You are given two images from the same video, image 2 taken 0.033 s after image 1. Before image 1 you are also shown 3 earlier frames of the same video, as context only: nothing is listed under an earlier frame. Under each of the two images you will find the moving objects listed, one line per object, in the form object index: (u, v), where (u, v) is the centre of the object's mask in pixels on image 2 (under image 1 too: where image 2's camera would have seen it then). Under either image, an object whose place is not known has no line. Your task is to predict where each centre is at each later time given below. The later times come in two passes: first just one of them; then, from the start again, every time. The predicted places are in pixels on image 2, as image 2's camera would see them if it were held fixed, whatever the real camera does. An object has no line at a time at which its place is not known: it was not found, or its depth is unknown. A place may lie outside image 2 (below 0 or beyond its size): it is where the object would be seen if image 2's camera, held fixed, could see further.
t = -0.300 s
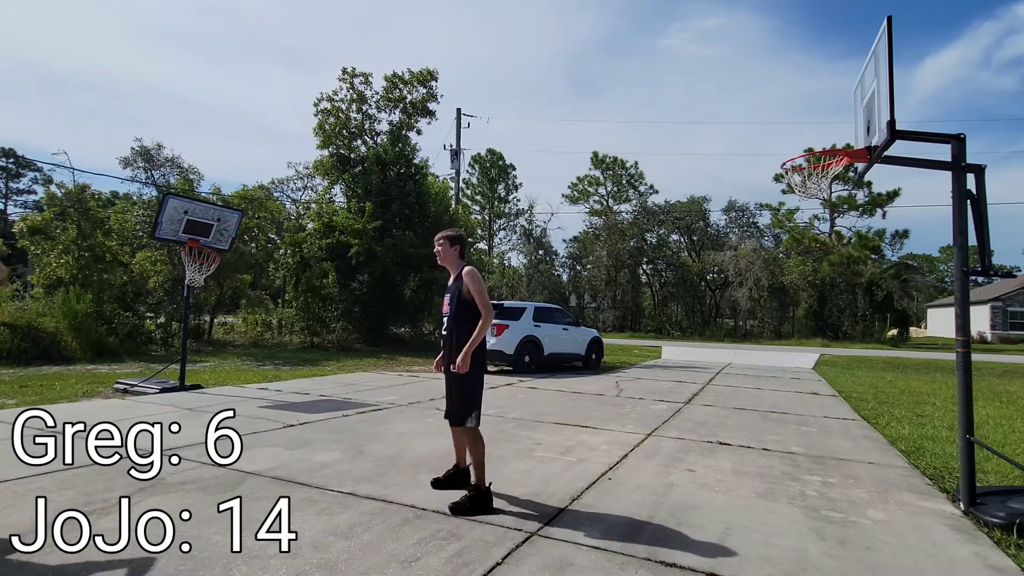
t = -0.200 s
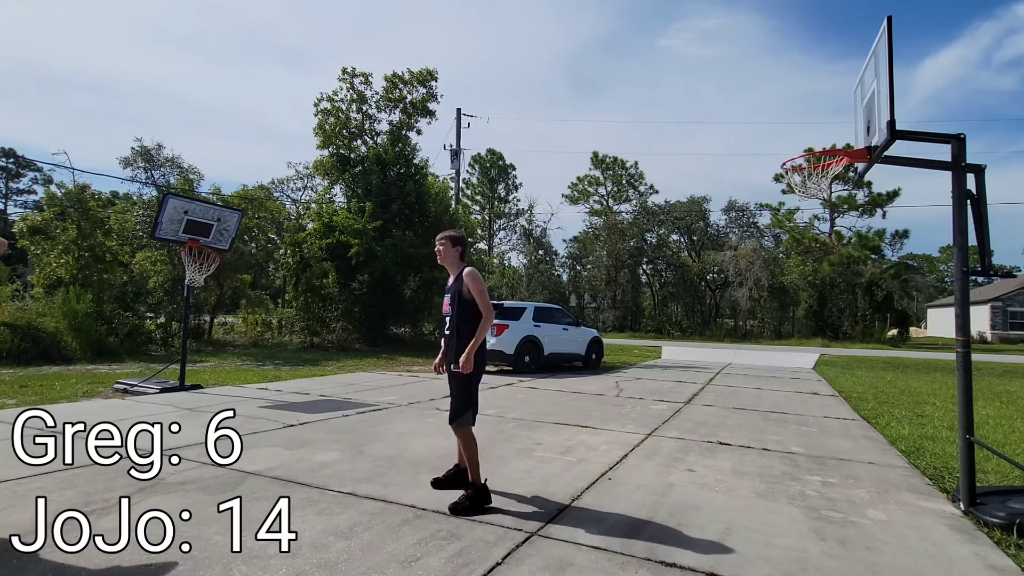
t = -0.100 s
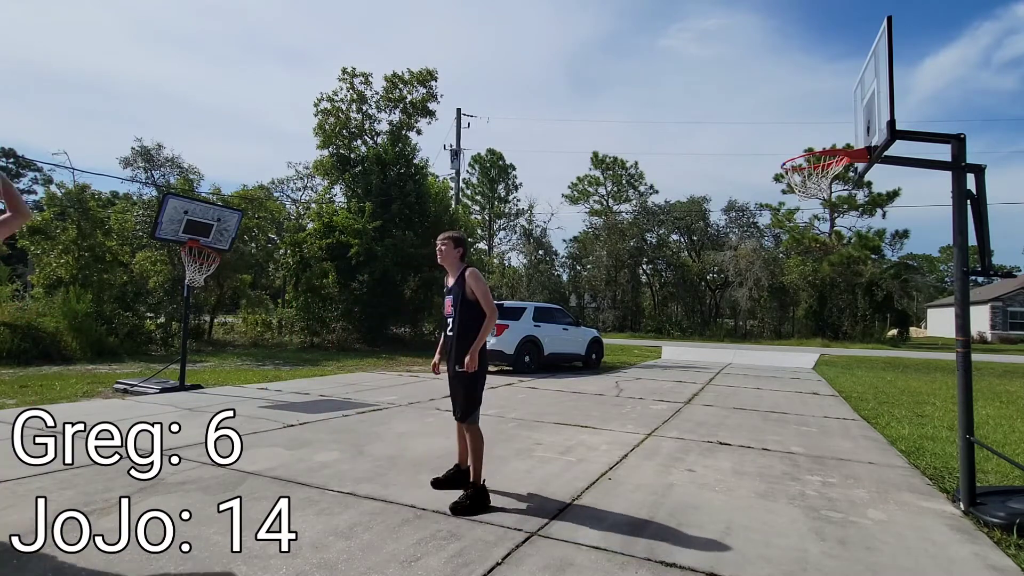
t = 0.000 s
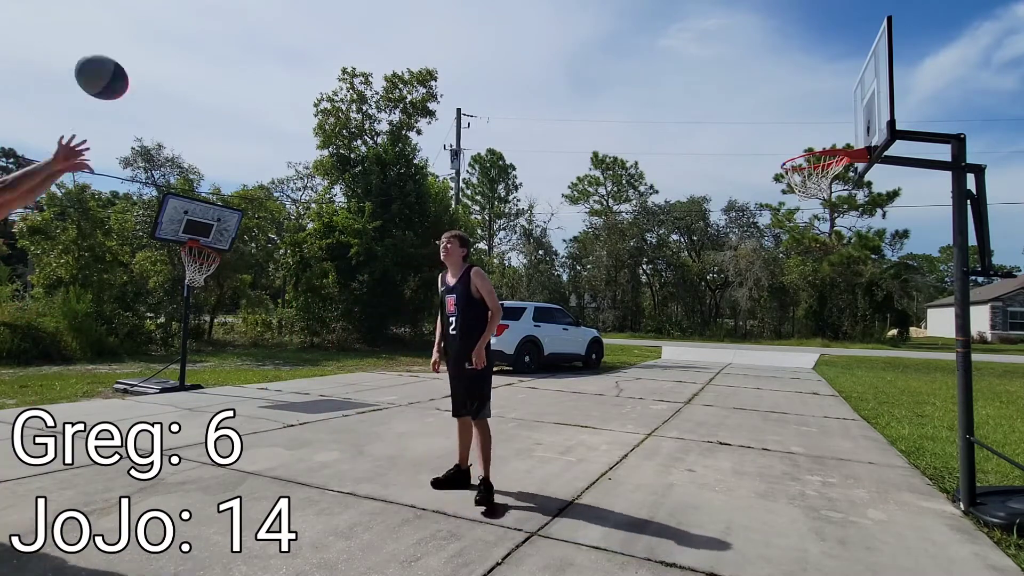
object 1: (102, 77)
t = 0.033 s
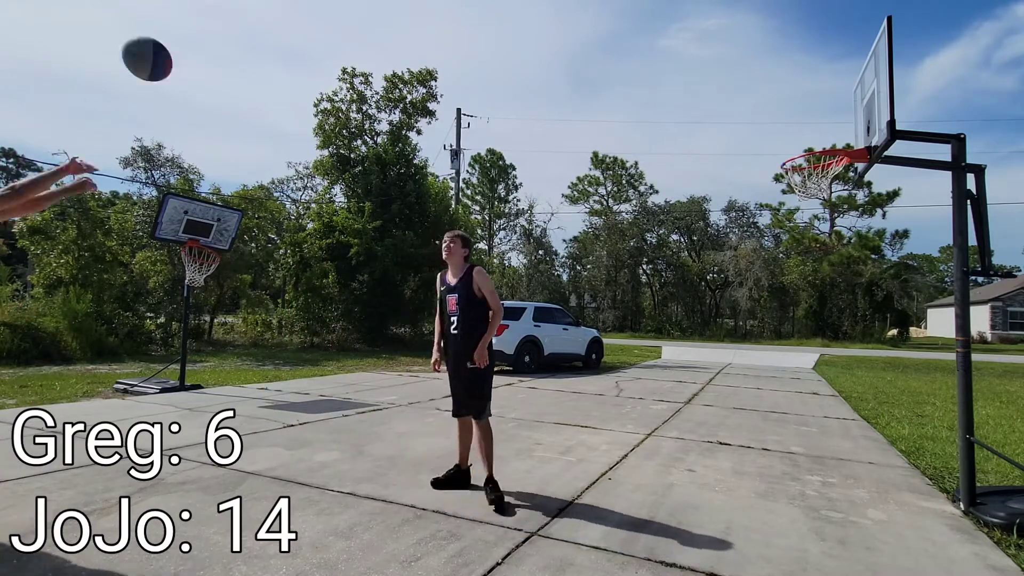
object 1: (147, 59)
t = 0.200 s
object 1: (348, 11)
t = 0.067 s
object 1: (191, 43)
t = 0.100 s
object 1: (233, 30)
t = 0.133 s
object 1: (273, 19)
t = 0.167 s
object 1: (311, 14)
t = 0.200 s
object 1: (348, 11)
